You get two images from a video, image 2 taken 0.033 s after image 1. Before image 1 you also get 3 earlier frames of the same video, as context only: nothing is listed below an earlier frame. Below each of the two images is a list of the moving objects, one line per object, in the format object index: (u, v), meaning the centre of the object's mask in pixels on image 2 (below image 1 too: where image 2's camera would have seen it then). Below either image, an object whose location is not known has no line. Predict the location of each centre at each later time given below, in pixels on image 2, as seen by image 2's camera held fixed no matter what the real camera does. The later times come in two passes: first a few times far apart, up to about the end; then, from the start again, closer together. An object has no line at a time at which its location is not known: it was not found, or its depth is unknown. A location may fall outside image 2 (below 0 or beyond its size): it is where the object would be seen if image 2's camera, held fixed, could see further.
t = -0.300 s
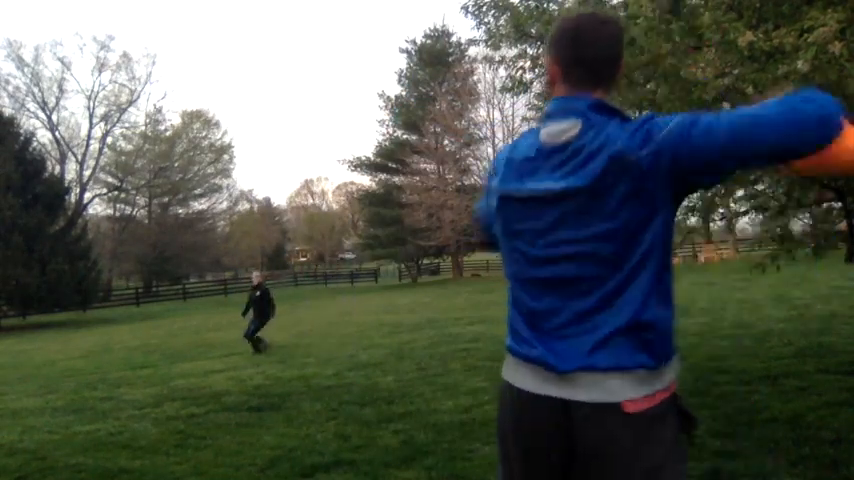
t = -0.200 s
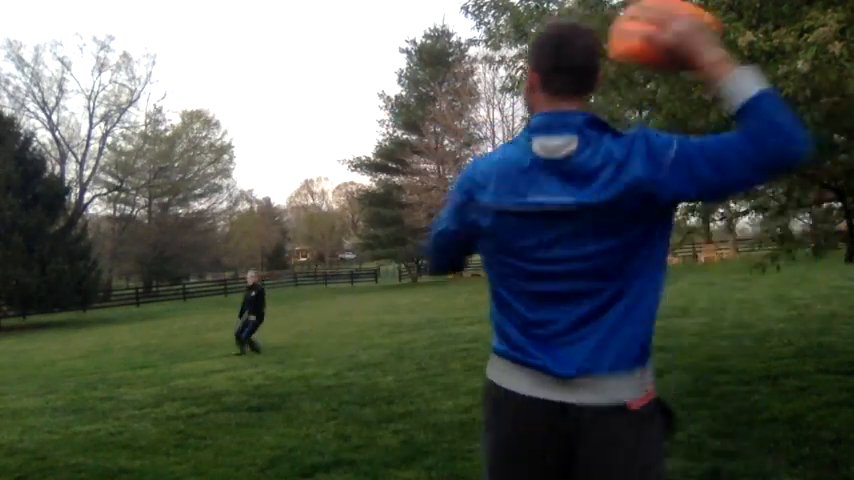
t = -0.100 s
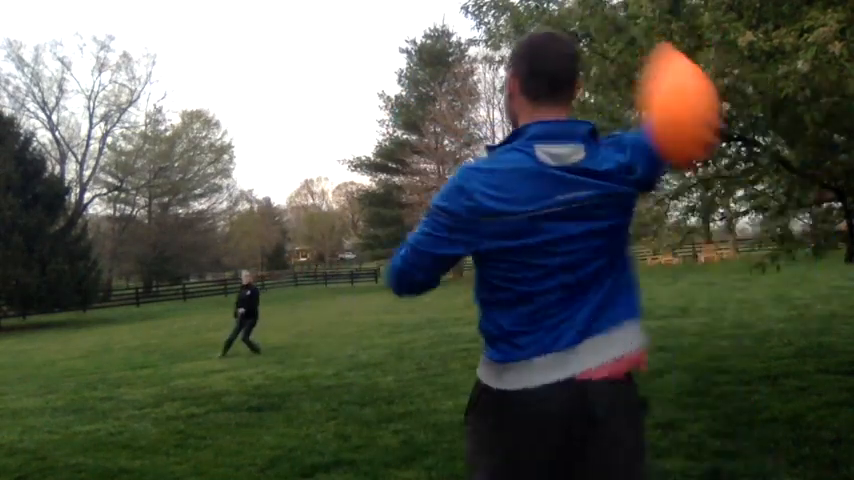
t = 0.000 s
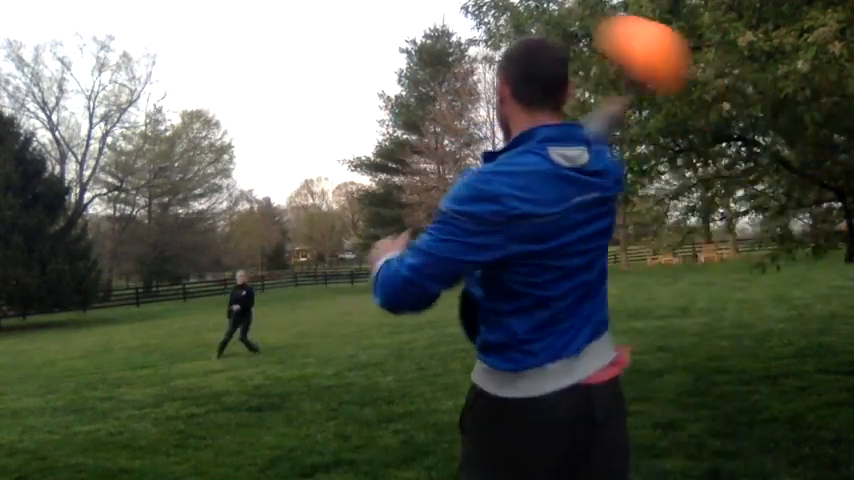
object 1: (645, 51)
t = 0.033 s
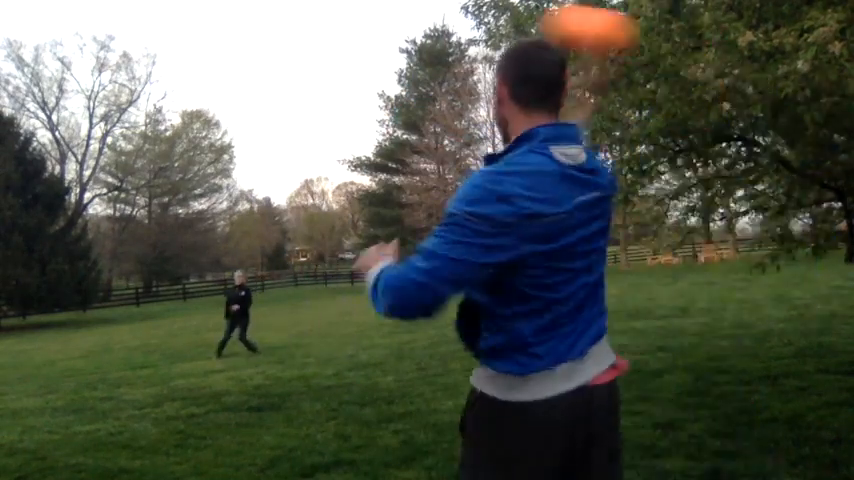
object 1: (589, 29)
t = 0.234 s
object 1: (372, 27)
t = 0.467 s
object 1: (289, 82)
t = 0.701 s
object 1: (254, 152)
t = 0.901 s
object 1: (237, 216)
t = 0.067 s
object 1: (534, 18)
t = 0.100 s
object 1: (486, 13)
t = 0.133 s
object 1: (446, 19)
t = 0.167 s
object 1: (416, 19)
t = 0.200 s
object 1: (392, 23)
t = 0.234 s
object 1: (372, 27)
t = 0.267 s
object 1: (355, 33)
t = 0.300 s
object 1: (341, 41)
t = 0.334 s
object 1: (328, 48)
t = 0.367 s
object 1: (317, 55)
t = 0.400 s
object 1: (307, 64)
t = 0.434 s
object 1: (297, 73)
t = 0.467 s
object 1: (289, 82)
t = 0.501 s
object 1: (283, 91)
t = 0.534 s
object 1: (277, 100)
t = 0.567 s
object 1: (271, 110)
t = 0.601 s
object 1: (267, 121)
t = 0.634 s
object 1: (262, 132)
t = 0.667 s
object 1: (258, 142)
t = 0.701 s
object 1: (254, 152)
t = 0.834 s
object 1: (244, 196)
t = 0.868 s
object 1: (240, 206)
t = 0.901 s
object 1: (237, 216)
